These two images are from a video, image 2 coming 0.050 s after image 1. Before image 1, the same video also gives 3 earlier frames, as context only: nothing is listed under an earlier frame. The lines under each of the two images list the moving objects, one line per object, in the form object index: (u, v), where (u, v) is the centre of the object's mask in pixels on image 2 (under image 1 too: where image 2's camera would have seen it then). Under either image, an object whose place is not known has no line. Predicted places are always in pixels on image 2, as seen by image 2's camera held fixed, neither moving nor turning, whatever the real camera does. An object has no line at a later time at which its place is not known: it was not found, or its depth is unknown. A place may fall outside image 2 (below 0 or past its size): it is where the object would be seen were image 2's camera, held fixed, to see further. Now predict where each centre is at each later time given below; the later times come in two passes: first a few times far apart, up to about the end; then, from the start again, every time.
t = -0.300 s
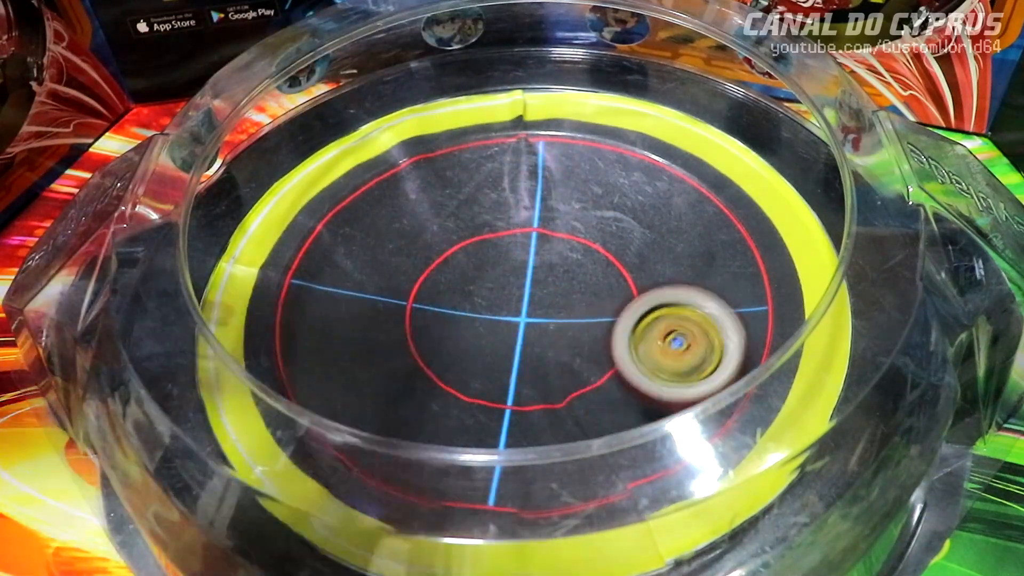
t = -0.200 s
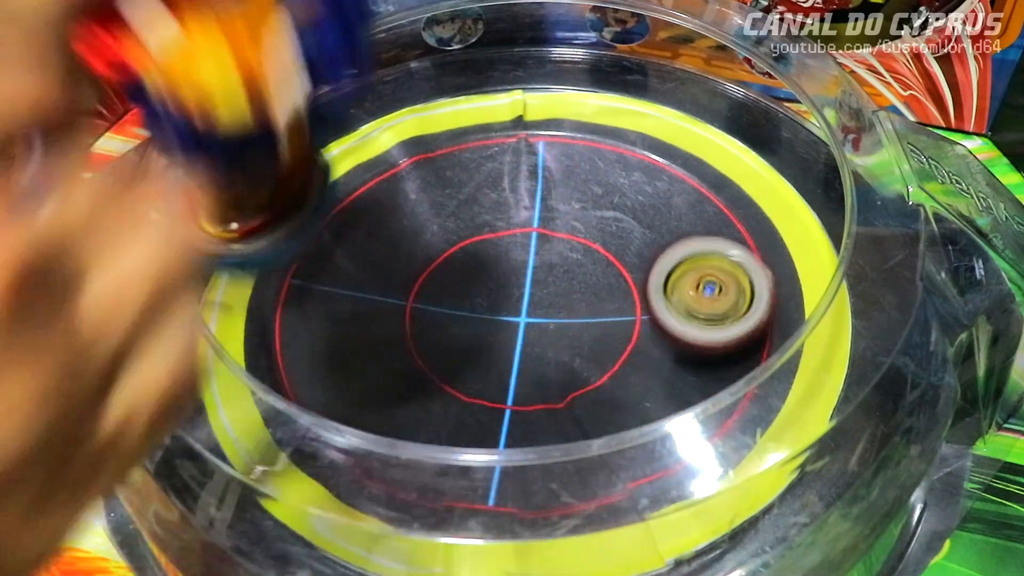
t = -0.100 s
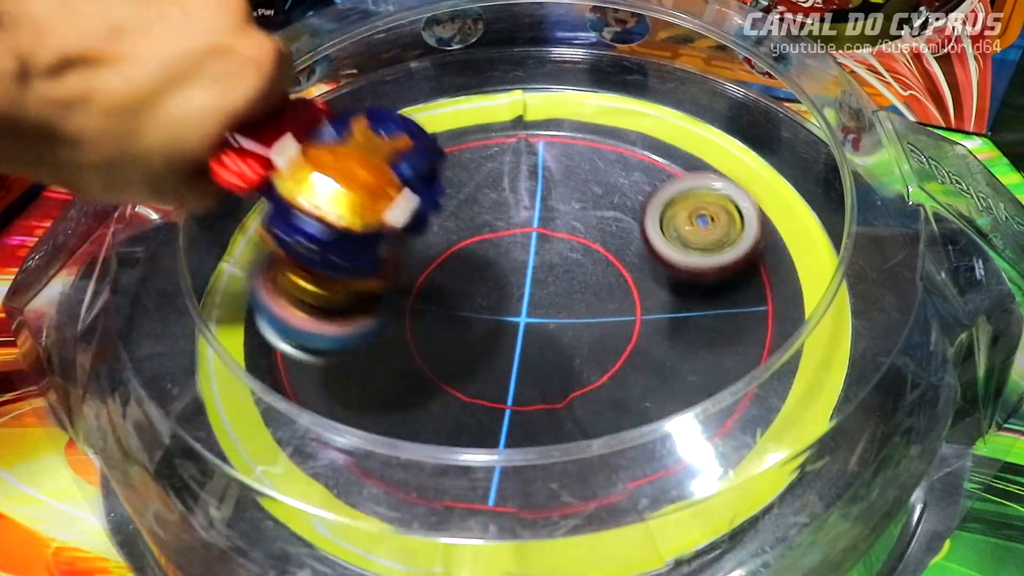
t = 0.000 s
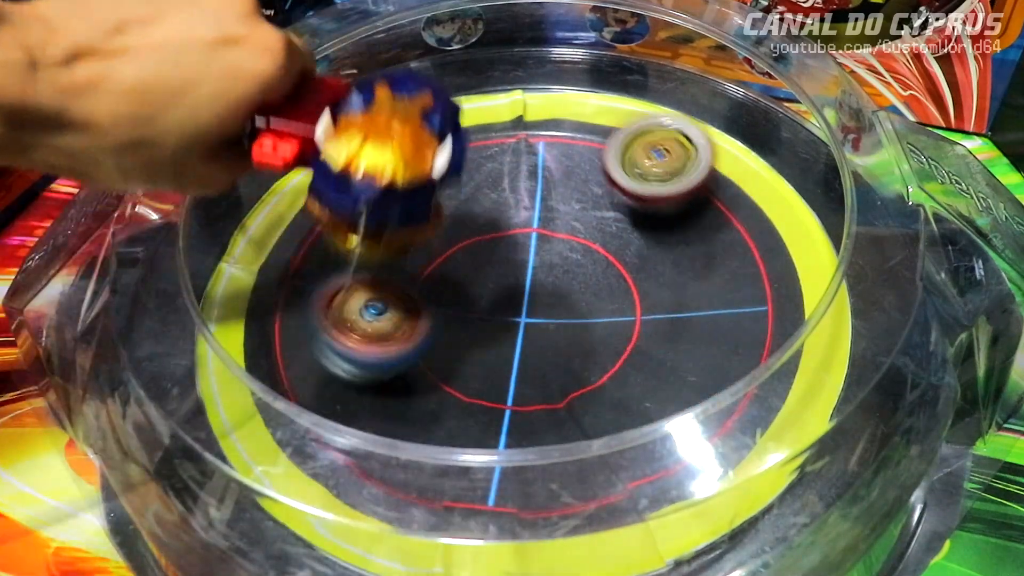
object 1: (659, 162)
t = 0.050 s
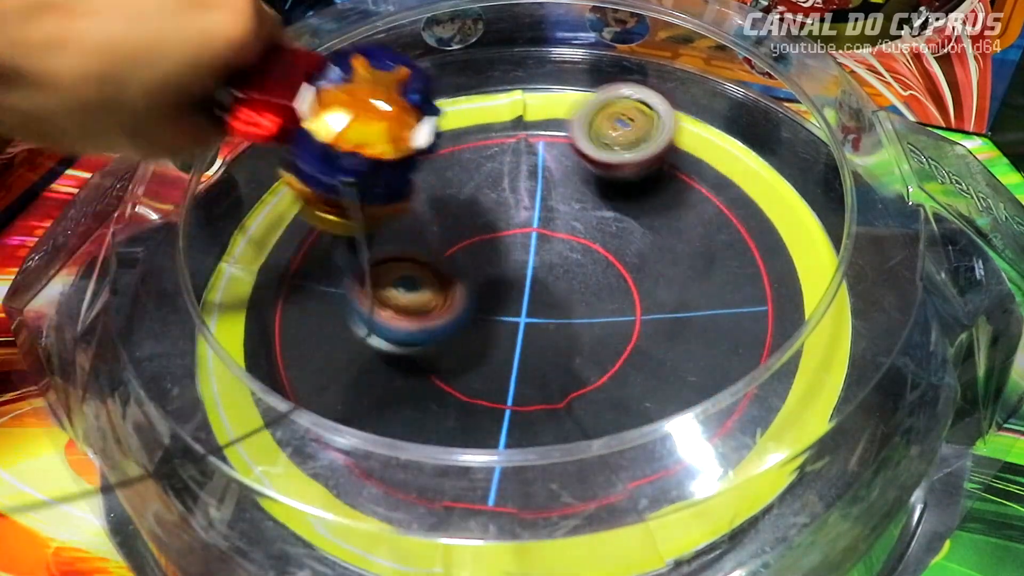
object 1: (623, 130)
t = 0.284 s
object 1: (347, 181)
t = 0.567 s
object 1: (443, 535)
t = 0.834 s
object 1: (846, 263)
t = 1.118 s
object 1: (436, 66)
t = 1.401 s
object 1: (271, 485)
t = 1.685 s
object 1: (826, 211)
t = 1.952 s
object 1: (348, 89)
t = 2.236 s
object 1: (529, 525)
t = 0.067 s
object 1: (608, 121)
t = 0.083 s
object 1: (594, 115)
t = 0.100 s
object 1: (574, 108)
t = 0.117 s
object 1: (554, 103)
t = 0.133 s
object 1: (535, 101)
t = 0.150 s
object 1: (514, 99)
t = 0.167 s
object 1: (492, 106)
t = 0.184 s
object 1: (471, 111)
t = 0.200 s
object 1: (450, 117)
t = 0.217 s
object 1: (428, 124)
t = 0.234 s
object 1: (406, 138)
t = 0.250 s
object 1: (386, 151)
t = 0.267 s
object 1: (367, 164)
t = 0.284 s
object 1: (347, 181)
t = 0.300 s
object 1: (331, 200)
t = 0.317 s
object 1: (318, 219)
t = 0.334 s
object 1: (304, 239)
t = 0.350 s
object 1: (292, 261)
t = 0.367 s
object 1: (285, 284)
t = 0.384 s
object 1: (281, 307)
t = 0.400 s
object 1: (282, 328)
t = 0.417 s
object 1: (277, 357)
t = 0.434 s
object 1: (282, 381)
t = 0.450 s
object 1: (289, 405)
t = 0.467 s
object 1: (302, 432)
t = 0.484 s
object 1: (317, 464)
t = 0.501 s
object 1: (333, 492)
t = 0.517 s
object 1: (351, 513)
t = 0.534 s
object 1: (377, 527)
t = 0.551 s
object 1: (408, 532)
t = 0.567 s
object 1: (443, 535)
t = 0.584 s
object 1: (483, 535)
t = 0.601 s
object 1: (522, 533)
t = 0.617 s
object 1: (563, 528)
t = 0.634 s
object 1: (602, 525)
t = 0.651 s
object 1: (640, 520)
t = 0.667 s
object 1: (673, 516)
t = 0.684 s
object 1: (713, 500)
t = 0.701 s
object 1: (744, 476)
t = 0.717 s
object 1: (781, 453)
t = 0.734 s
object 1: (800, 430)
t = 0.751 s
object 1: (819, 401)
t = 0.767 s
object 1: (835, 374)
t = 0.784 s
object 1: (840, 348)
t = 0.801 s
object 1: (843, 320)
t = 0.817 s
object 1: (847, 293)
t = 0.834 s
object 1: (846, 263)
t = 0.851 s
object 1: (843, 237)
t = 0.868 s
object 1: (831, 213)
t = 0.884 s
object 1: (815, 187)
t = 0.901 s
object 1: (795, 169)
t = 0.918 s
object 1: (777, 147)
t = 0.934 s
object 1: (759, 130)
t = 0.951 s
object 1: (734, 112)
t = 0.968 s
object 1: (710, 97)
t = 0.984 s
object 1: (682, 85)
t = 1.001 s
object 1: (654, 72)
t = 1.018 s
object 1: (627, 66)
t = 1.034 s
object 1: (593, 61)
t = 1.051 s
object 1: (562, 56)
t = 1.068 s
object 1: (528, 57)
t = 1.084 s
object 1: (498, 55)
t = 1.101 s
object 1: (468, 59)
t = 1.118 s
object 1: (436, 66)
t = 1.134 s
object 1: (405, 76)
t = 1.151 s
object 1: (374, 87)
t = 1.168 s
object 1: (347, 101)
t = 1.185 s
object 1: (316, 114)
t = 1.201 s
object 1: (289, 132)
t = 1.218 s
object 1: (265, 156)
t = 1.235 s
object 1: (244, 176)
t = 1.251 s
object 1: (227, 202)
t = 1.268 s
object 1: (207, 229)
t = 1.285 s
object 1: (192, 258)
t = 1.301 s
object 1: (185, 286)
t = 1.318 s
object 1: (182, 320)
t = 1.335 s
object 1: (188, 356)
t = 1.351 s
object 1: (196, 388)
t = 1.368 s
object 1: (214, 421)
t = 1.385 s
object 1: (239, 457)
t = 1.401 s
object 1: (271, 485)
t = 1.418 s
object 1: (325, 509)
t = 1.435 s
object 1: (368, 519)
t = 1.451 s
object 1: (425, 525)
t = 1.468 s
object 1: (484, 528)
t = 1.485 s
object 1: (539, 528)
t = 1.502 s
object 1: (594, 522)
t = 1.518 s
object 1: (643, 515)
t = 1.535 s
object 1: (698, 497)
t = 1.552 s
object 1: (742, 467)
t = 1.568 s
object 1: (781, 438)
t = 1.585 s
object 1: (803, 407)
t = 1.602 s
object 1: (825, 371)
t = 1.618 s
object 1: (837, 337)
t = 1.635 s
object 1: (843, 305)
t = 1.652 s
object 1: (842, 272)
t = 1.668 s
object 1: (838, 240)
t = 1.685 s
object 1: (826, 211)
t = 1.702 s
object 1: (812, 185)
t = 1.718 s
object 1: (789, 162)
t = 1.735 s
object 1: (768, 140)
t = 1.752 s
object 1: (746, 116)
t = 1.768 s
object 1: (722, 100)
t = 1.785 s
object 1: (690, 84)
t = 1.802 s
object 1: (659, 72)
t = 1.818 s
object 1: (629, 62)
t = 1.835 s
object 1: (594, 57)
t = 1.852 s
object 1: (558, 54)
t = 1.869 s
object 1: (521, 50)
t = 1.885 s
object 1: (488, 51)
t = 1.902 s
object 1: (453, 55)
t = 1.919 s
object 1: (415, 64)
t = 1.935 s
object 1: (381, 76)
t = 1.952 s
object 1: (348, 89)
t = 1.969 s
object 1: (318, 106)
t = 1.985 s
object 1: (283, 129)
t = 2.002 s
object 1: (257, 155)
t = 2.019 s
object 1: (237, 180)
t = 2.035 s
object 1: (211, 215)
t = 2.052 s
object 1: (196, 247)
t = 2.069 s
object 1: (187, 279)
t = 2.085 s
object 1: (183, 316)
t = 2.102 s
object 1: (192, 354)
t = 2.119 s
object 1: (206, 390)
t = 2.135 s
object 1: (230, 424)
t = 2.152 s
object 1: (263, 470)
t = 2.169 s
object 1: (304, 492)
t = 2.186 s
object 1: (352, 512)
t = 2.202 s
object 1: (411, 520)
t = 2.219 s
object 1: (470, 525)
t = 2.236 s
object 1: (529, 525)
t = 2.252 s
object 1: (583, 520)
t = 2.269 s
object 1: (633, 513)
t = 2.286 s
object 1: (684, 499)
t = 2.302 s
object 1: (731, 470)
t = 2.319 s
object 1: (773, 444)
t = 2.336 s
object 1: (797, 416)
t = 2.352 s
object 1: (818, 381)
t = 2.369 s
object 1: (833, 348)
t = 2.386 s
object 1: (843, 316)
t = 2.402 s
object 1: (847, 292)
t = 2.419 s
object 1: (842, 278)
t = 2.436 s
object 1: (833, 274)
